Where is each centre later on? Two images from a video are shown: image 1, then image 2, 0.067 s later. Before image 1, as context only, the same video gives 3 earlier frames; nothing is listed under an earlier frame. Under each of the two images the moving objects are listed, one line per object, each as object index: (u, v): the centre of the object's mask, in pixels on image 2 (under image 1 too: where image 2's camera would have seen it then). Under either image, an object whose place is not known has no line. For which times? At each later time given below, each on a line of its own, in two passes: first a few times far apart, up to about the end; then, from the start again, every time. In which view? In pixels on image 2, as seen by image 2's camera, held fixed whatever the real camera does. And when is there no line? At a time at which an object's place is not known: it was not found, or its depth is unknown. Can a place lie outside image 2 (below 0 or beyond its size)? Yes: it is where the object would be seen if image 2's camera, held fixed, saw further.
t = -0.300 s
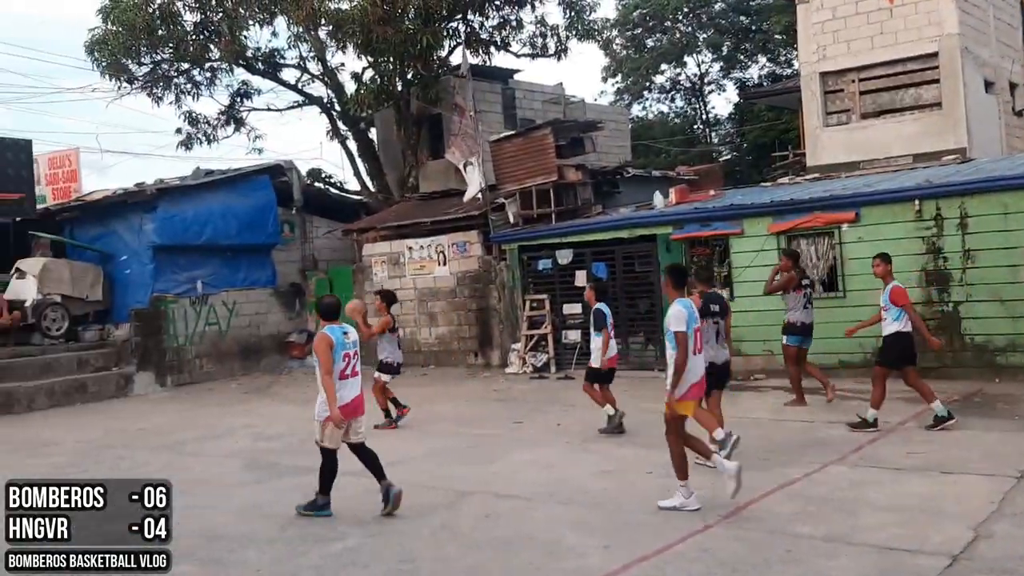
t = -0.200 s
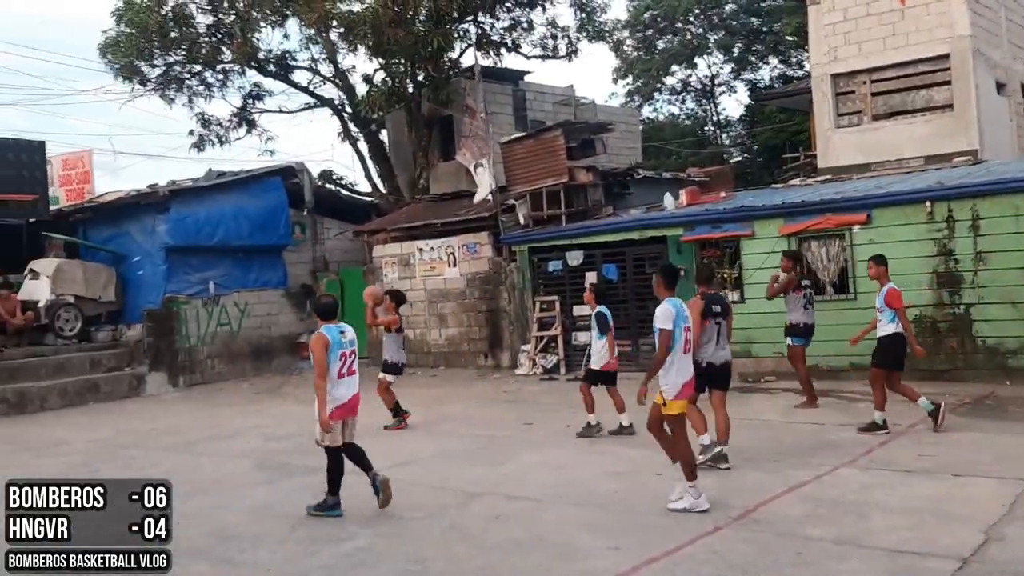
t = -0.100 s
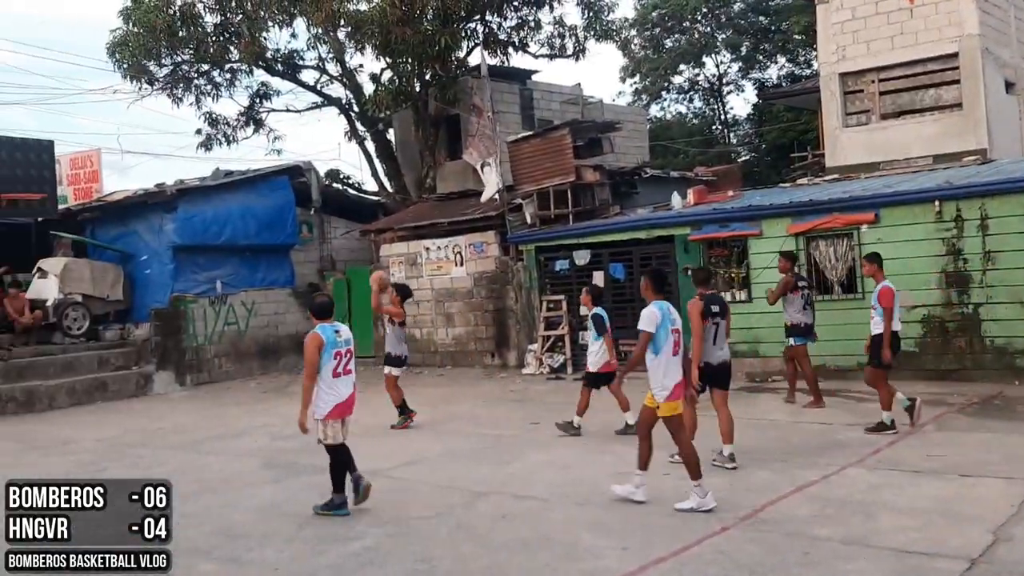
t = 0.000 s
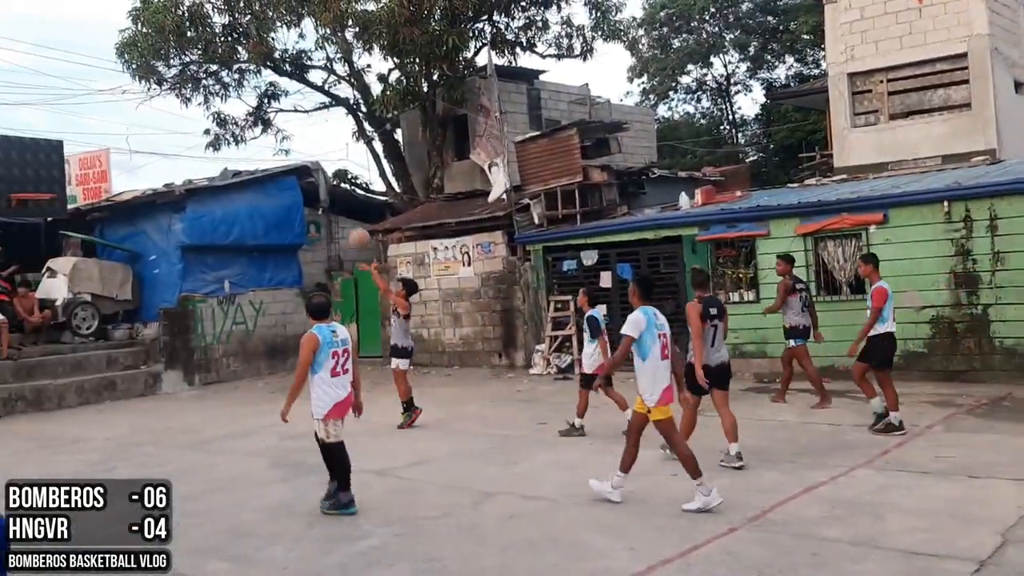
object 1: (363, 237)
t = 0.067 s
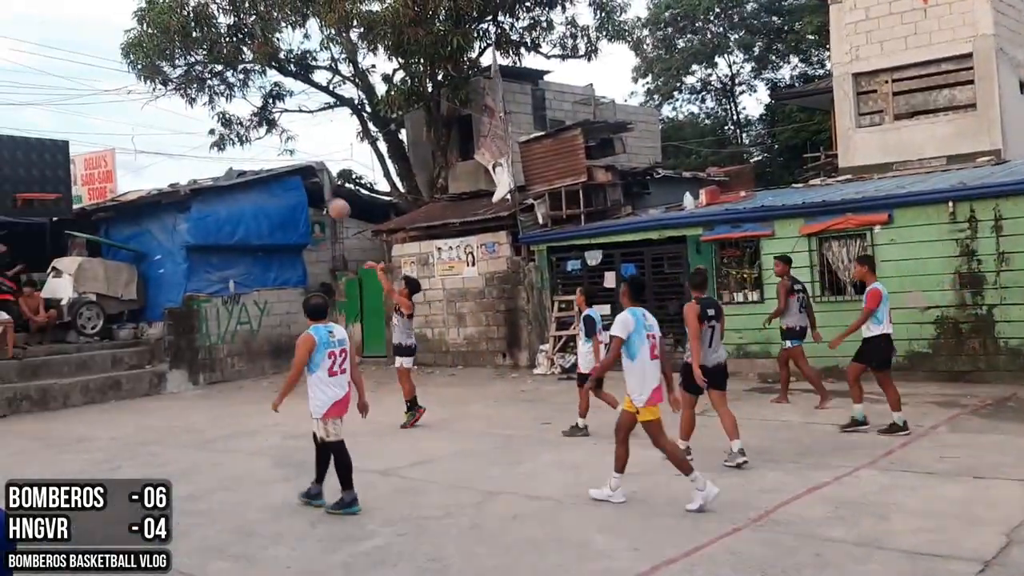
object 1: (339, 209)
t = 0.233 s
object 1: (279, 153)
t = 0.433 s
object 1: (211, 117)
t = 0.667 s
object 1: (136, 115)
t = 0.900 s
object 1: (66, 159)
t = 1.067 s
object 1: (35, 214)
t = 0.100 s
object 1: (327, 196)
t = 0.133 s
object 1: (314, 183)
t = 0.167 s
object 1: (302, 173)
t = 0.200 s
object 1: (291, 162)
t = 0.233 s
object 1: (279, 153)
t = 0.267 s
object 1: (267, 145)
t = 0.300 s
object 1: (256, 137)
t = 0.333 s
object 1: (245, 131)
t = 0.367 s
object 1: (233, 124)
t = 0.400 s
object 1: (222, 119)
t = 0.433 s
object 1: (211, 117)
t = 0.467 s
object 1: (200, 113)
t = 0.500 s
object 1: (189, 111)
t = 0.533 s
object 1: (178, 110)
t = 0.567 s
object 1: (167, 110)
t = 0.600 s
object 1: (157, 111)
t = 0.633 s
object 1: (147, 112)
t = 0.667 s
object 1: (136, 115)
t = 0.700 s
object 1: (126, 119)
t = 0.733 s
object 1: (116, 123)
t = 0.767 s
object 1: (106, 129)
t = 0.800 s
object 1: (96, 135)
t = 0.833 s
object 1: (86, 142)
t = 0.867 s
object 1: (75, 151)
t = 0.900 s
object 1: (66, 159)
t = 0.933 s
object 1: (56, 168)
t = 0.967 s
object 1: (48, 181)
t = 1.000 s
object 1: (38, 192)
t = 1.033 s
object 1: (34, 202)
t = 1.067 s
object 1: (35, 214)
